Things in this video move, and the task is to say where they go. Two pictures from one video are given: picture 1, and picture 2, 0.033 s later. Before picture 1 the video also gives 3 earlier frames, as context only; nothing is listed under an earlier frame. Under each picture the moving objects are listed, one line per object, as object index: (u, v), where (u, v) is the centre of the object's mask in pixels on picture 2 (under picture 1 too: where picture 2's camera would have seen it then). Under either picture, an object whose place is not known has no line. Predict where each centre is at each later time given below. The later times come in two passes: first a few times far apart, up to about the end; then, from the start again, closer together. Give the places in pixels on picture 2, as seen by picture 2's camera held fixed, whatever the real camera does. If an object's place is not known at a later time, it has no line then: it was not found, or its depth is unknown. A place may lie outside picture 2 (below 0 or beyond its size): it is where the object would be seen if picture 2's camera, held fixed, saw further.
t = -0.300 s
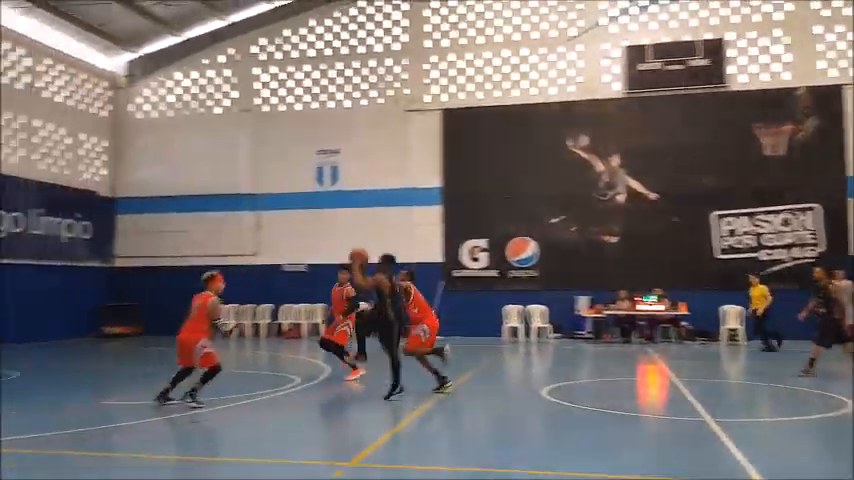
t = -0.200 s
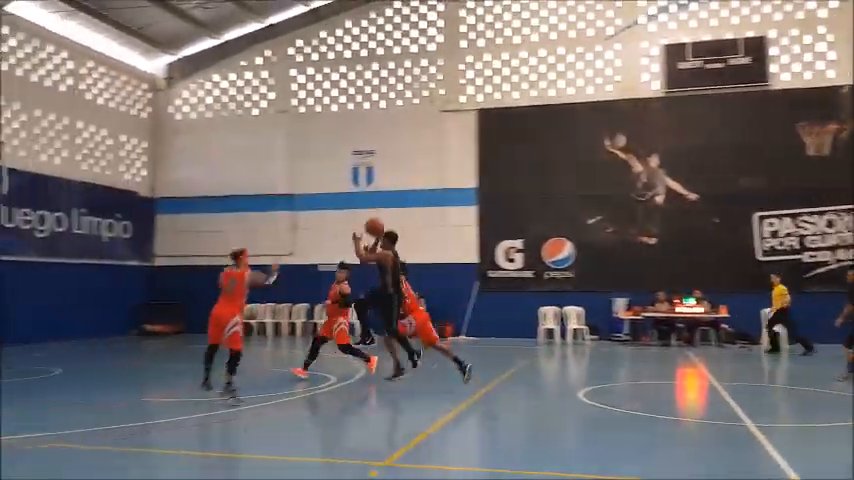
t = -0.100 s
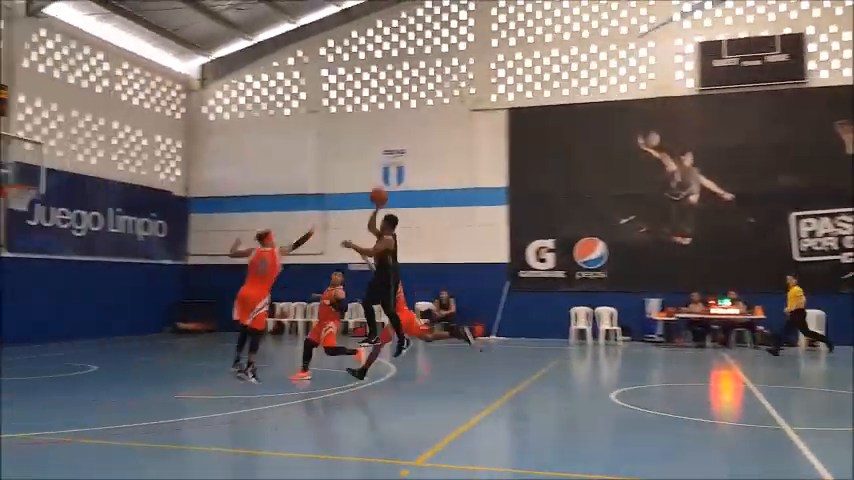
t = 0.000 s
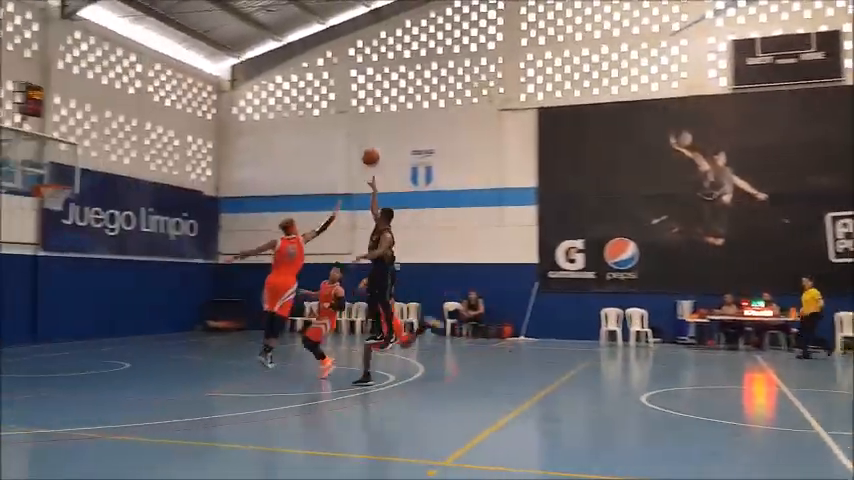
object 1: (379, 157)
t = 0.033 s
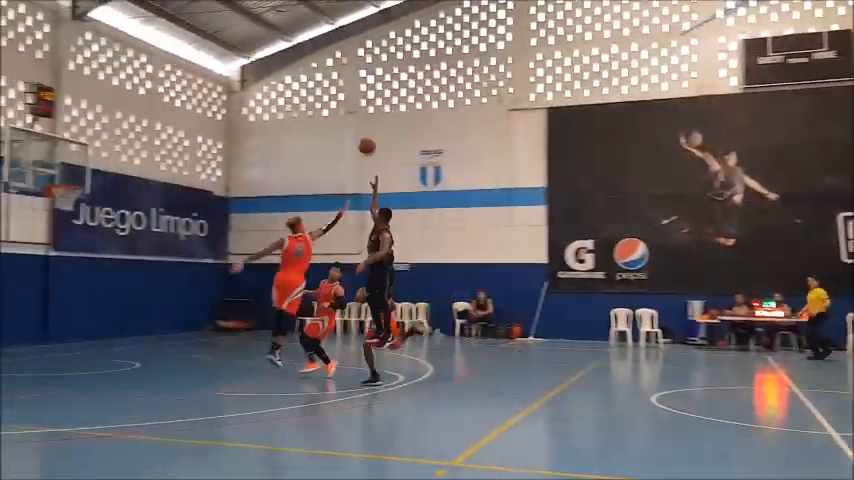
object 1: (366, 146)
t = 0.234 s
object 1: (295, 98)
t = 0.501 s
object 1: (210, 79)
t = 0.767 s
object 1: (135, 104)
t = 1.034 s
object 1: (66, 166)
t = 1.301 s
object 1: (88, 128)
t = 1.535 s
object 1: (117, 104)
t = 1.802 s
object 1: (147, 113)
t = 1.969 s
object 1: (164, 136)
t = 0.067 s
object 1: (354, 136)
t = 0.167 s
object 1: (318, 110)
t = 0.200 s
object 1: (306, 103)
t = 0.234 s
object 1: (295, 98)
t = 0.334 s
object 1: (262, 85)
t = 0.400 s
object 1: (241, 81)
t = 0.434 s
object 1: (231, 79)
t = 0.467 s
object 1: (220, 79)
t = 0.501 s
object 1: (210, 79)
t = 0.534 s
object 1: (199, 79)
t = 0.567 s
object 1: (190, 80)
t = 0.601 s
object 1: (181, 84)
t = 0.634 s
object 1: (171, 86)
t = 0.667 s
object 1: (162, 90)
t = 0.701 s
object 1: (153, 94)
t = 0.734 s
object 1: (143, 99)
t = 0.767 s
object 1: (135, 104)
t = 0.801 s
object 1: (126, 110)
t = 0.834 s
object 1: (117, 116)
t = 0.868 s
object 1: (108, 124)
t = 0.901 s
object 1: (99, 131)
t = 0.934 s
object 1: (91, 140)
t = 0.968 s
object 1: (82, 149)
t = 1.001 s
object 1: (74, 158)
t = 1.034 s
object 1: (66, 166)
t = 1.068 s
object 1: (59, 176)
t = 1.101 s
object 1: (58, 175)
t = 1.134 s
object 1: (63, 165)
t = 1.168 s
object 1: (69, 156)
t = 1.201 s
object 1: (74, 148)
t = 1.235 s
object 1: (79, 140)
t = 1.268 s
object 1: (83, 134)
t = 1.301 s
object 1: (88, 128)
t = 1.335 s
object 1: (92, 123)
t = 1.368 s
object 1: (96, 118)
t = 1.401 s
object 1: (101, 114)
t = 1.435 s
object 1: (105, 111)
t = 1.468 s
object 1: (109, 108)
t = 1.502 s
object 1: (113, 106)
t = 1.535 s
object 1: (117, 104)
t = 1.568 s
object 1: (121, 103)
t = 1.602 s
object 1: (125, 103)
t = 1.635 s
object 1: (129, 103)
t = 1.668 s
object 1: (133, 104)
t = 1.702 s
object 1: (137, 105)
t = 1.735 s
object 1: (140, 107)
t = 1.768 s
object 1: (144, 110)
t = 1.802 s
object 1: (147, 113)
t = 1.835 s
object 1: (151, 116)
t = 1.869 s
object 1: (154, 120)
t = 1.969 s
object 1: (164, 136)
